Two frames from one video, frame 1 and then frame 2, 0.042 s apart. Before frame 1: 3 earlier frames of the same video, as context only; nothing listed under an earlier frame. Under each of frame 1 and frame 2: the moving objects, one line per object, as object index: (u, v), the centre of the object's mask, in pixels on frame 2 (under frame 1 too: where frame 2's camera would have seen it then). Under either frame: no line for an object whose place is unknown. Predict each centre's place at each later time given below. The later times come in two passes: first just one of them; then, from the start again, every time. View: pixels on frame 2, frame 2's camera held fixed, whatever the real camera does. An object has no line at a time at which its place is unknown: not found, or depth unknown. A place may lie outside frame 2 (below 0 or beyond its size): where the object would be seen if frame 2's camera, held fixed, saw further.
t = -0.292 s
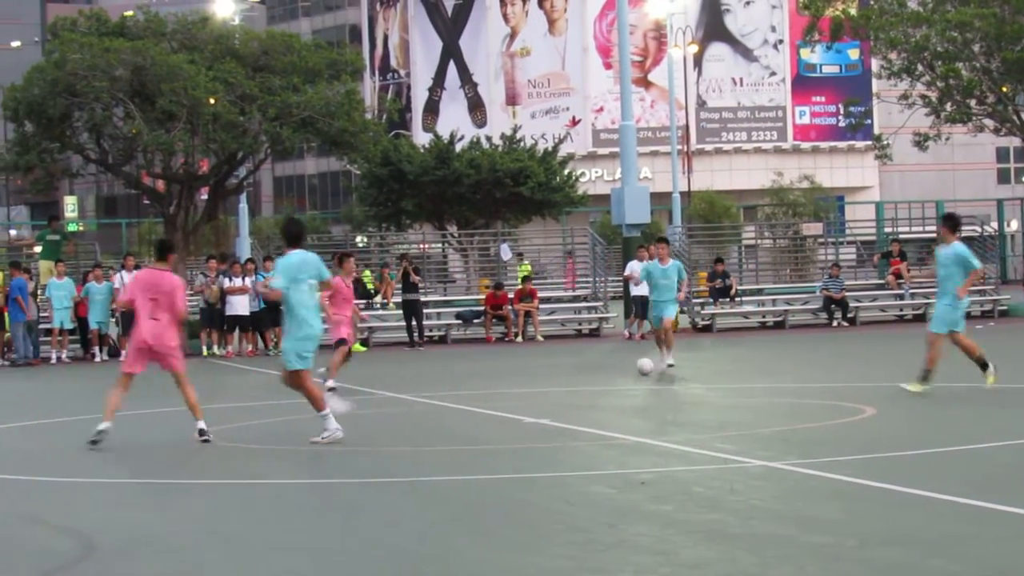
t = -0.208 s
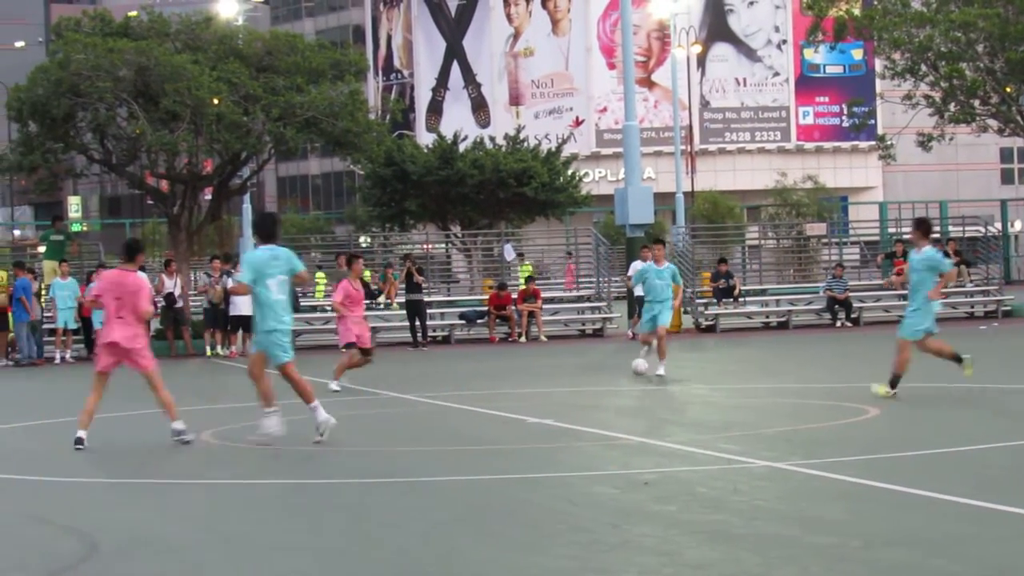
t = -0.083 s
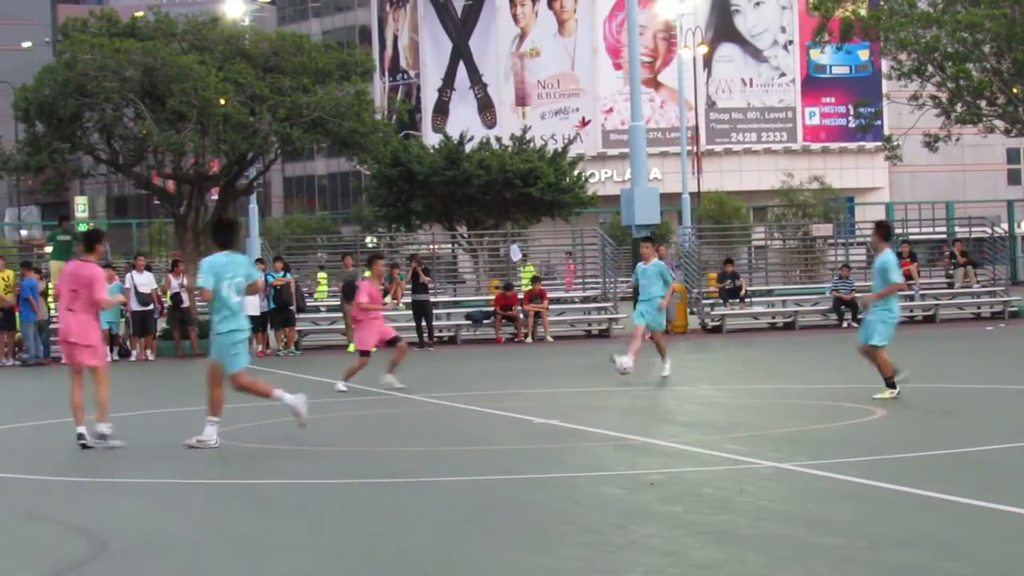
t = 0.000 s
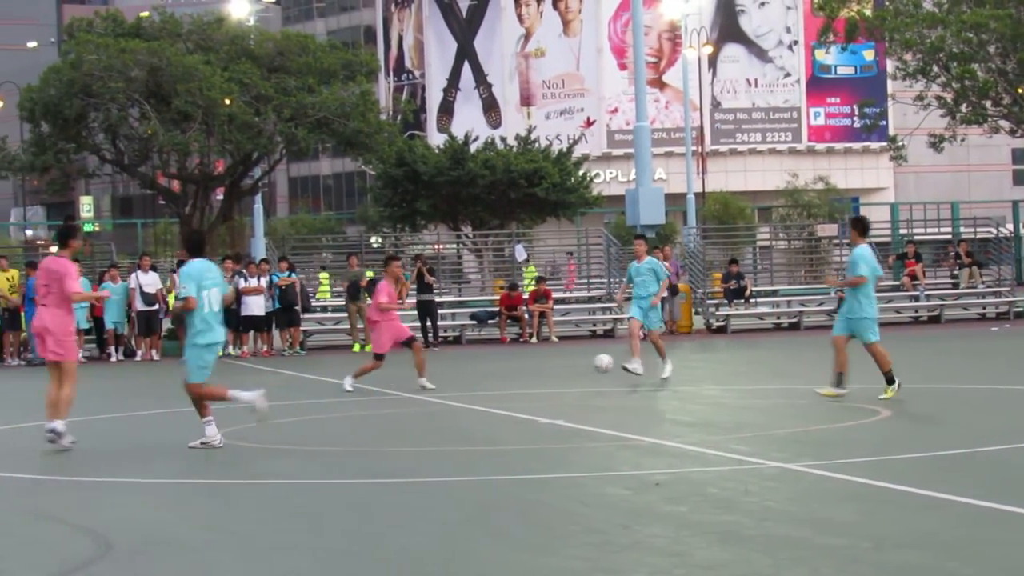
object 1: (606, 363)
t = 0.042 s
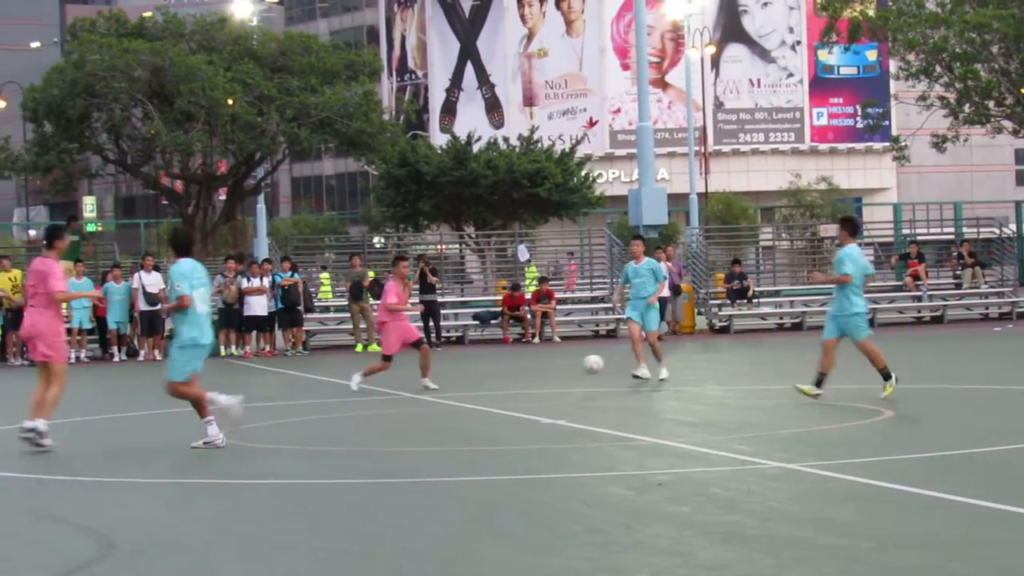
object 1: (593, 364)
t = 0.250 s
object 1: (532, 395)
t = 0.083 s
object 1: (581, 366)
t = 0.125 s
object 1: (569, 371)
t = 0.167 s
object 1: (557, 376)
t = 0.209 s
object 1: (544, 384)
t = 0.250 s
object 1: (532, 395)
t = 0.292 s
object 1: (518, 412)
